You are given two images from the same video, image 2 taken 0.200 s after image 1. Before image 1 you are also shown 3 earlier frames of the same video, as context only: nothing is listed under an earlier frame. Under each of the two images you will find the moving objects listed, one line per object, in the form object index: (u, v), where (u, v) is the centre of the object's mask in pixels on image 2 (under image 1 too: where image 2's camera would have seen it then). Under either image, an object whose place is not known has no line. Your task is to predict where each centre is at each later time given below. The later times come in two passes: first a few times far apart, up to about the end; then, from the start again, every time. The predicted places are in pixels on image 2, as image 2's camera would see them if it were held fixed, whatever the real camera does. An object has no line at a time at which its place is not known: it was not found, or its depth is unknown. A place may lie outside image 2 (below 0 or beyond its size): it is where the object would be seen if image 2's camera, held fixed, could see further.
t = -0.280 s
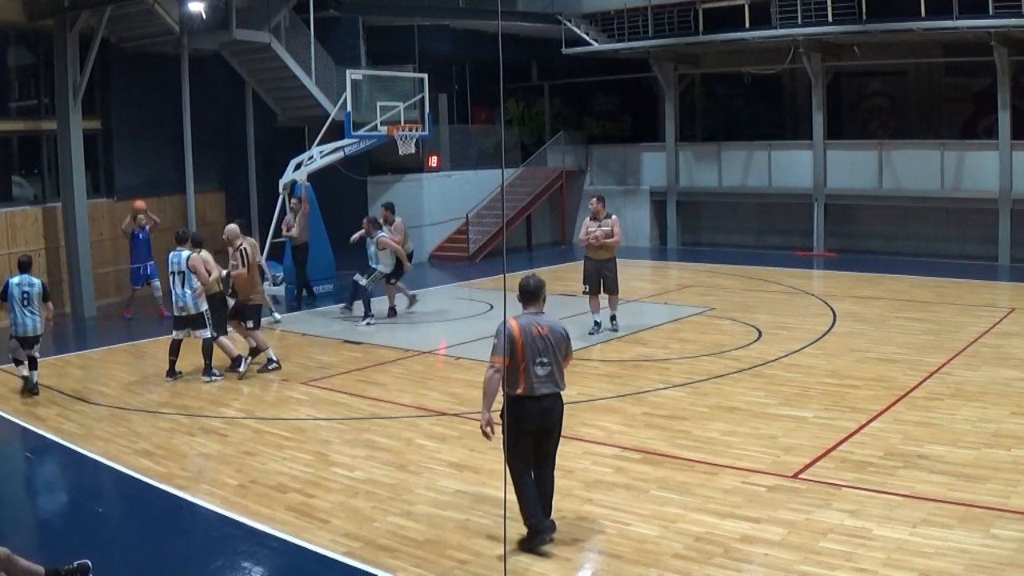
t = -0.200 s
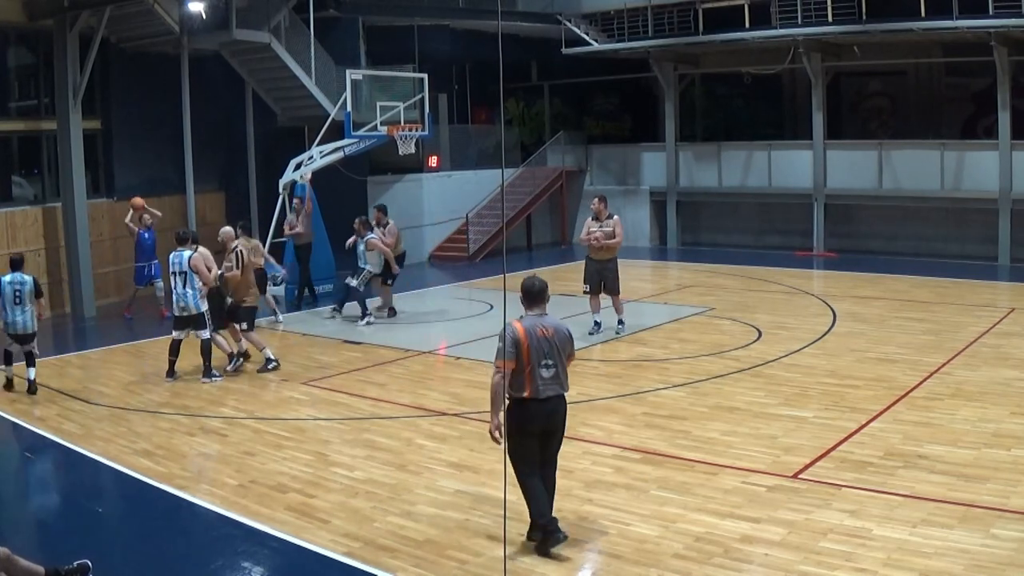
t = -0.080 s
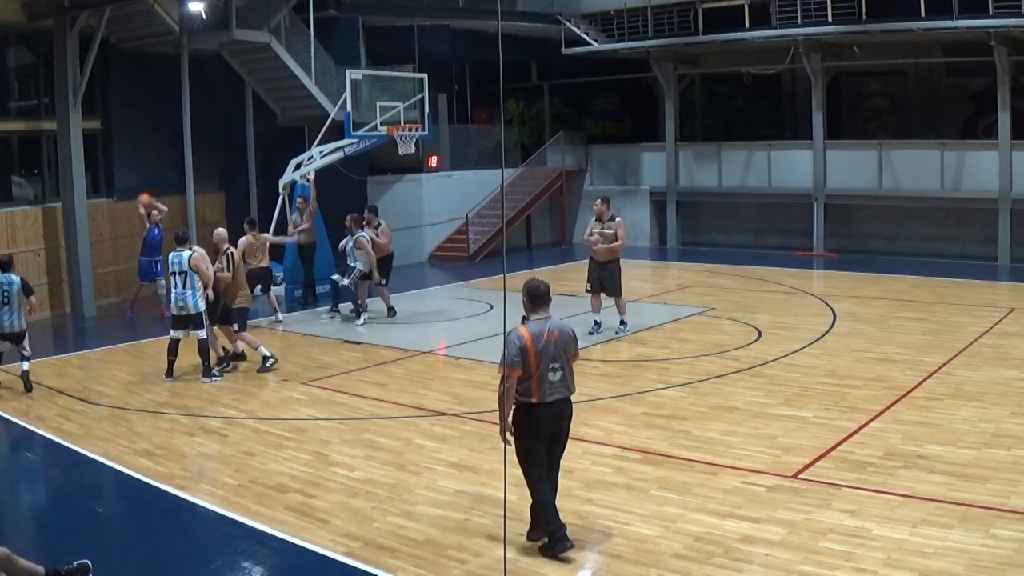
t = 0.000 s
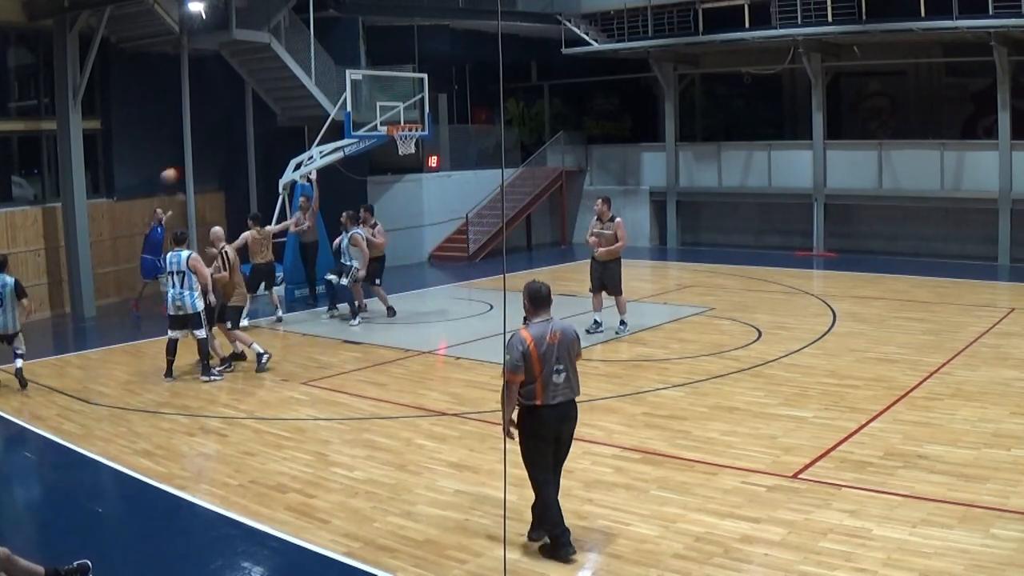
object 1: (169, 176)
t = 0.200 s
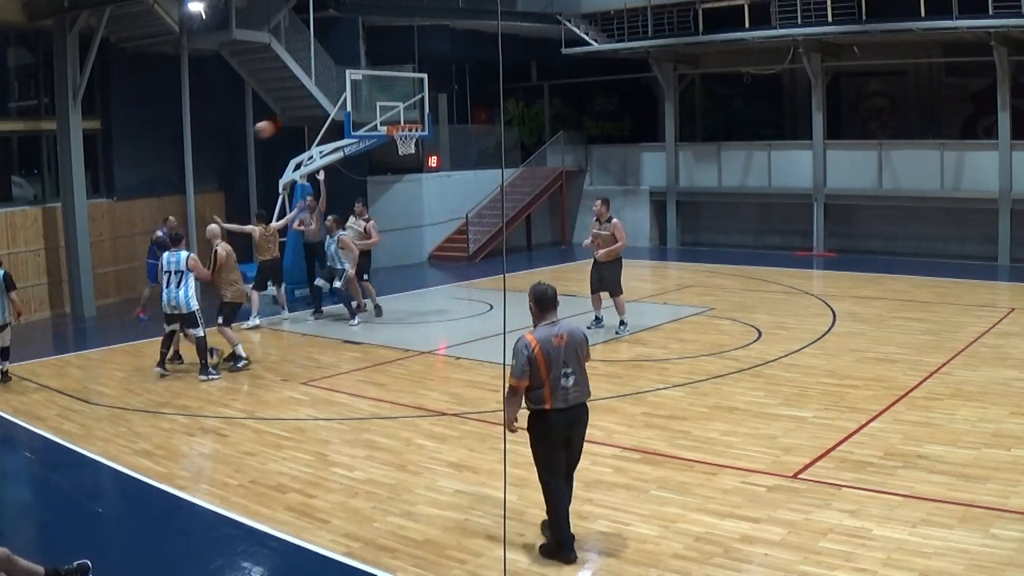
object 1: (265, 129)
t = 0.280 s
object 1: (309, 116)
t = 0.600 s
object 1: (521, 103)
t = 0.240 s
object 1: (286, 122)
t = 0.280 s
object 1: (309, 116)
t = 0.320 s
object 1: (334, 110)
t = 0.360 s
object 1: (357, 104)
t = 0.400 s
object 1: (383, 101)
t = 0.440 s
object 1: (407, 97)
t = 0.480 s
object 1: (437, 99)
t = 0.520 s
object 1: (462, 99)
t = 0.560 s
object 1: (490, 101)
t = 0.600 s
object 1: (521, 103)
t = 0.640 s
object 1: (551, 108)
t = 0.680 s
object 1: (582, 113)
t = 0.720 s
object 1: (613, 121)
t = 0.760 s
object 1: (645, 129)
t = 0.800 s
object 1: (680, 139)
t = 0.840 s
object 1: (713, 149)
